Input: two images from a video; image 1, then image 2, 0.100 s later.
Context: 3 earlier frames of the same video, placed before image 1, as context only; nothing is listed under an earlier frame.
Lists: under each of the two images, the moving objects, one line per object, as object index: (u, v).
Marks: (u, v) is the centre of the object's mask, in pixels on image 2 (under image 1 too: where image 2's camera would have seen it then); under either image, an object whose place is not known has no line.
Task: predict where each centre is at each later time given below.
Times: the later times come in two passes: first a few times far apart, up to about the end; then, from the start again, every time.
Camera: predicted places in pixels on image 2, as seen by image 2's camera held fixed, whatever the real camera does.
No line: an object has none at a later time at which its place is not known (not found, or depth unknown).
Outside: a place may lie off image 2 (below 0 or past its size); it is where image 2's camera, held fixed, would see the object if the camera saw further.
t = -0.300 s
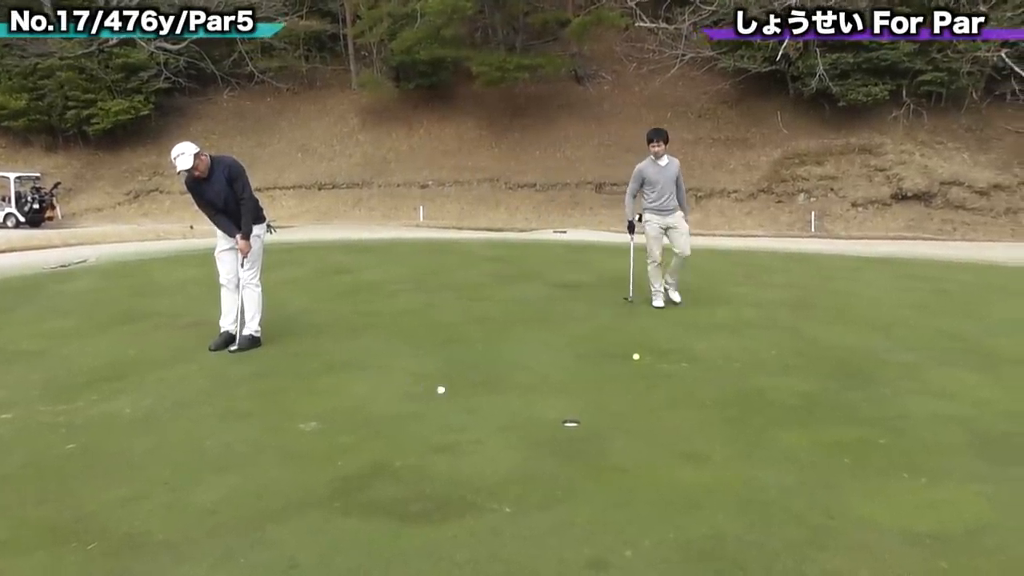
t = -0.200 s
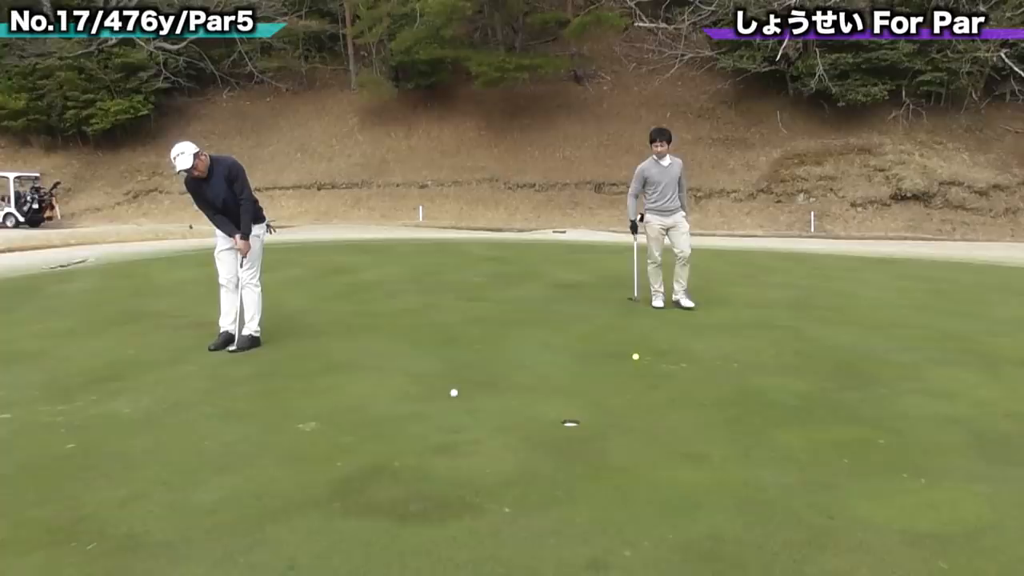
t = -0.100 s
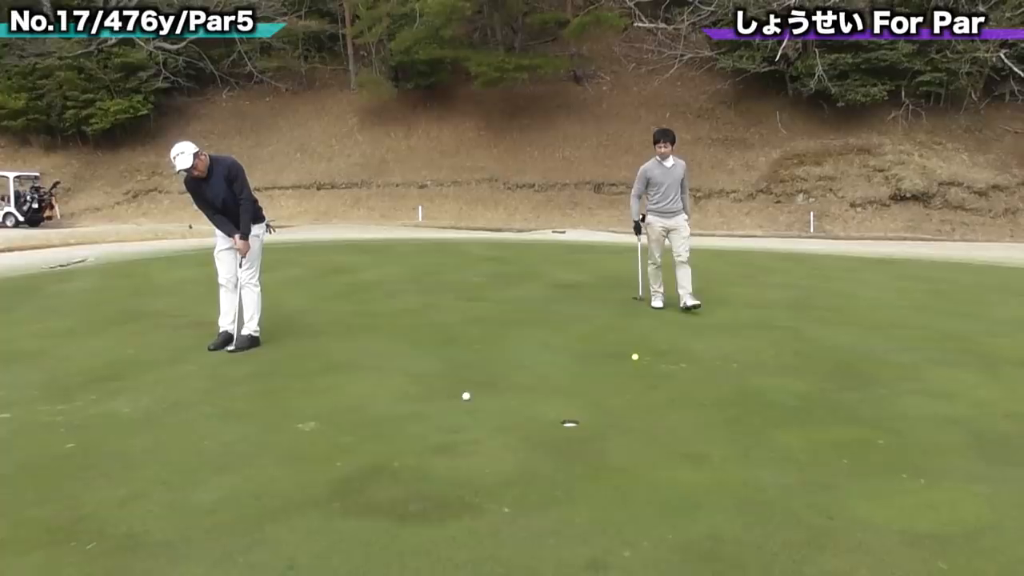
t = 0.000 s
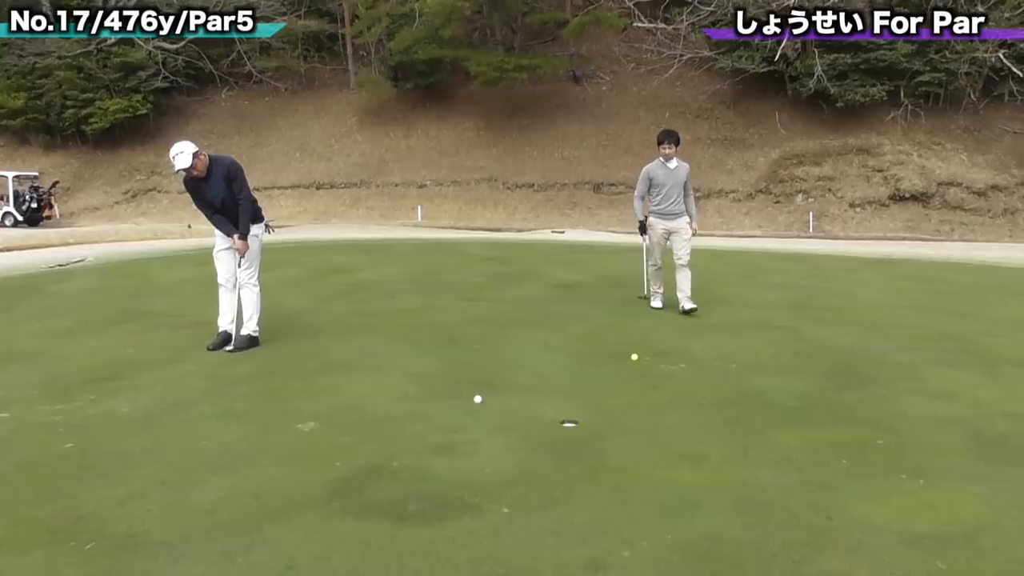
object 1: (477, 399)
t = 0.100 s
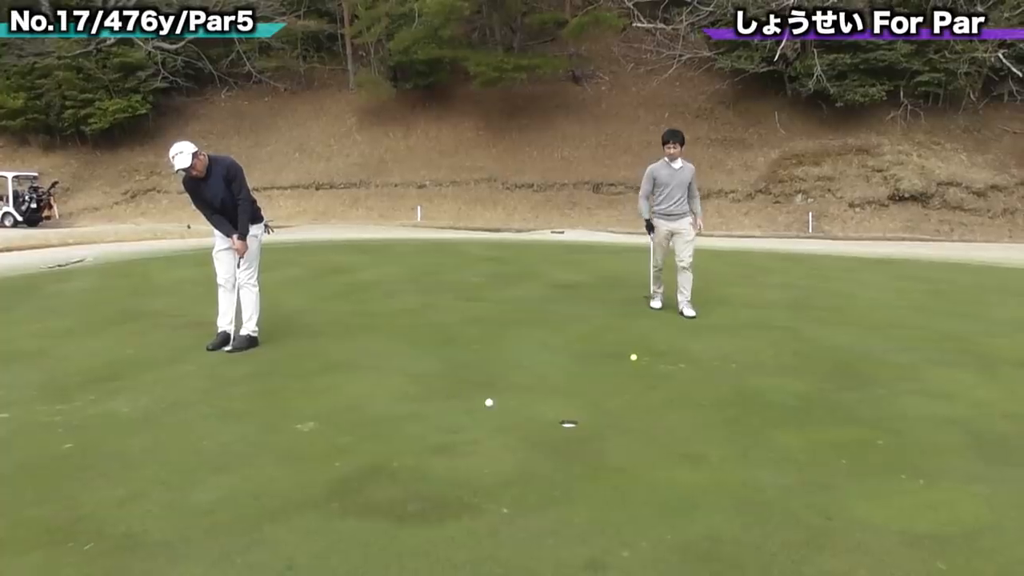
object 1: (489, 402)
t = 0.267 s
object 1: (508, 407)
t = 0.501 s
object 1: (532, 414)
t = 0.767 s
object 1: (556, 422)
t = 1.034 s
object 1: (578, 430)
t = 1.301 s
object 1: (594, 438)
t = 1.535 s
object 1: (605, 444)
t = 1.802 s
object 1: (612, 451)
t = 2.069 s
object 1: (616, 456)
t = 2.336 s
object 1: (617, 459)
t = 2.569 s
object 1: (618, 460)
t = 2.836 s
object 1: (618, 460)
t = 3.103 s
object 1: (617, 460)
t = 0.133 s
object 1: (493, 403)
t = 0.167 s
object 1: (497, 404)
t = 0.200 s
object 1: (501, 405)
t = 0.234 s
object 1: (505, 406)
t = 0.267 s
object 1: (508, 407)
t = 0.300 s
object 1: (512, 408)
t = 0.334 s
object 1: (515, 409)
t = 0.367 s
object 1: (519, 410)
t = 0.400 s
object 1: (522, 411)
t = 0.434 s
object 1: (526, 412)
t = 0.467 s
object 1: (529, 413)
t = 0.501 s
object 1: (532, 414)
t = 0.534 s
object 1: (535, 415)
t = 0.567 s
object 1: (539, 416)
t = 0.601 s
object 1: (542, 417)
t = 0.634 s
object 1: (545, 418)
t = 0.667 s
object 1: (548, 419)
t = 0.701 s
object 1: (550, 420)
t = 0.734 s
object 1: (553, 421)
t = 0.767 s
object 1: (556, 422)
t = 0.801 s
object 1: (559, 423)
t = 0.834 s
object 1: (561, 424)
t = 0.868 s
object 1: (564, 425)
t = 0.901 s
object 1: (567, 426)
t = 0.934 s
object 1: (569, 427)
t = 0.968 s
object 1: (571, 428)
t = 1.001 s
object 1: (574, 429)
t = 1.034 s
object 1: (578, 430)
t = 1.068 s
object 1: (580, 431)
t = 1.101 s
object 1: (582, 432)
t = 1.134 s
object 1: (584, 433)
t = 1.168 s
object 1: (586, 434)
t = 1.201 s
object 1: (588, 435)
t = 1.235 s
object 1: (590, 436)
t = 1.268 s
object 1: (592, 437)
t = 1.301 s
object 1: (594, 438)
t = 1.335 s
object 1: (596, 439)
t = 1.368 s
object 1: (598, 440)
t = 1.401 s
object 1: (599, 441)
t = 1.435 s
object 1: (601, 441)
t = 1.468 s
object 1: (602, 442)
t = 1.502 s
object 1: (604, 443)
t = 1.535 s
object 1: (605, 444)
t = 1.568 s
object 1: (606, 445)
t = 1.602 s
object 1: (608, 446)
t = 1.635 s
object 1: (608, 446)
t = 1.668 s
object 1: (609, 447)
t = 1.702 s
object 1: (610, 448)
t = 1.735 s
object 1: (611, 449)
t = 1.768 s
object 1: (612, 450)
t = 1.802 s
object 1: (612, 451)
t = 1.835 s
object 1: (613, 452)
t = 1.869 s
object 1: (613, 452)
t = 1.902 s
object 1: (614, 453)
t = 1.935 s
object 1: (614, 453)
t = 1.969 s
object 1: (615, 454)
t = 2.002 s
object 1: (615, 455)
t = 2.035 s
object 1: (616, 455)
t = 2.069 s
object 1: (616, 456)
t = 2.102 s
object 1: (616, 456)
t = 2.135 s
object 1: (616, 457)
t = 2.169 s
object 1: (617, 457)
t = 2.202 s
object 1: (617, 458)
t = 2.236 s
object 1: (617, 458)
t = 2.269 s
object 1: (617, 459)
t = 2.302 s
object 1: (617, 459)
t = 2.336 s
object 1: (617, 459)
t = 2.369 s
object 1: (617, 459)
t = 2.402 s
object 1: (617, 460)
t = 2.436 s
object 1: (617, 460)
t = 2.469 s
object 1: (618, 460)
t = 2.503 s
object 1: (618, 460)
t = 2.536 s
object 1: (618, 460)
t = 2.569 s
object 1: (618, 460)
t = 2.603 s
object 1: (618, 460)
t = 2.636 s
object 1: (618, 460)
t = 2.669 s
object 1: (618, 460)
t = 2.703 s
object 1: (618, 460)
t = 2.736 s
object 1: (618, 460)
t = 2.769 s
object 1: (618, 460)
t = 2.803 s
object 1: (618, 460)
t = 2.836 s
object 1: (618, 460)
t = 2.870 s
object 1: (618, 460)
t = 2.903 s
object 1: (618, 460)
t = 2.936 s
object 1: (618, 460)
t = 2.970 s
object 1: (618, 460)
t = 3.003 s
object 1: (617, 460)
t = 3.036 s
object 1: (617, 460)
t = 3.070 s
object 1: (617, 460)
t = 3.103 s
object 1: (617, 460)
